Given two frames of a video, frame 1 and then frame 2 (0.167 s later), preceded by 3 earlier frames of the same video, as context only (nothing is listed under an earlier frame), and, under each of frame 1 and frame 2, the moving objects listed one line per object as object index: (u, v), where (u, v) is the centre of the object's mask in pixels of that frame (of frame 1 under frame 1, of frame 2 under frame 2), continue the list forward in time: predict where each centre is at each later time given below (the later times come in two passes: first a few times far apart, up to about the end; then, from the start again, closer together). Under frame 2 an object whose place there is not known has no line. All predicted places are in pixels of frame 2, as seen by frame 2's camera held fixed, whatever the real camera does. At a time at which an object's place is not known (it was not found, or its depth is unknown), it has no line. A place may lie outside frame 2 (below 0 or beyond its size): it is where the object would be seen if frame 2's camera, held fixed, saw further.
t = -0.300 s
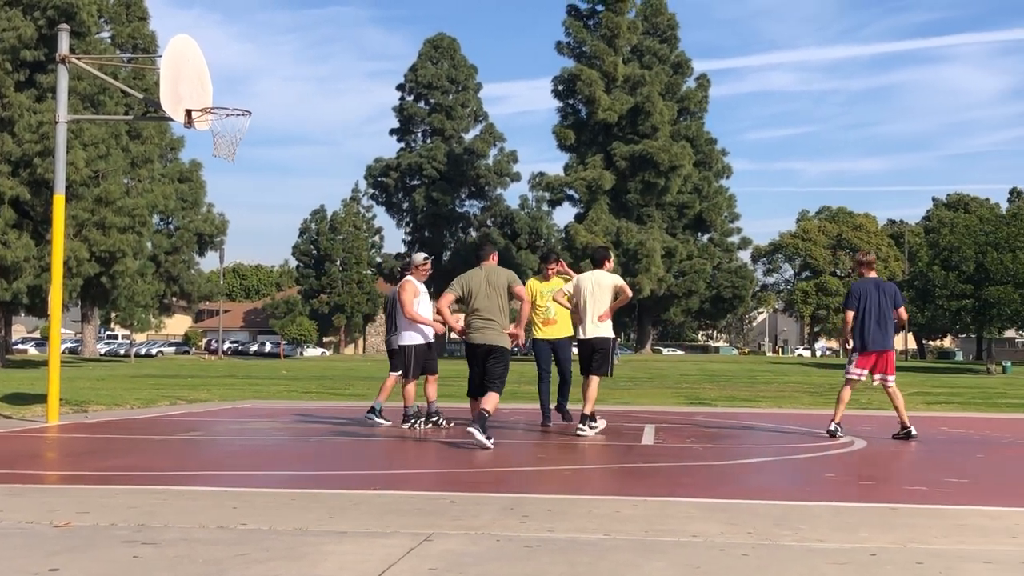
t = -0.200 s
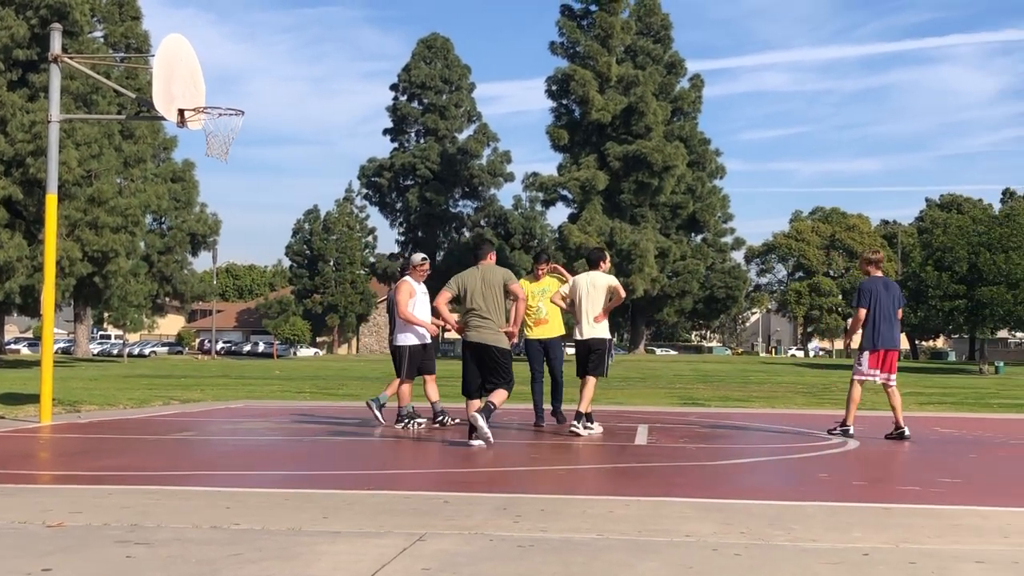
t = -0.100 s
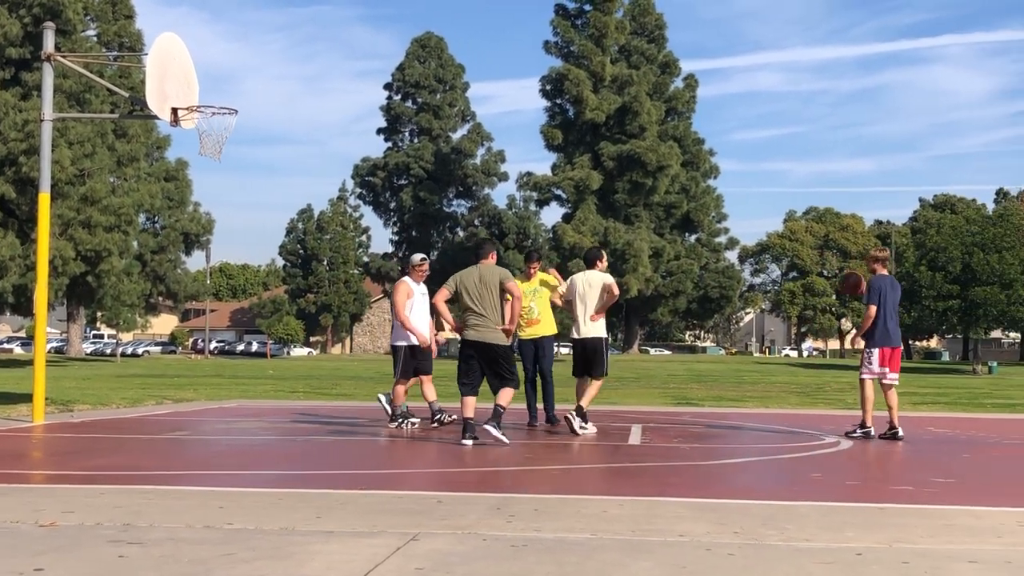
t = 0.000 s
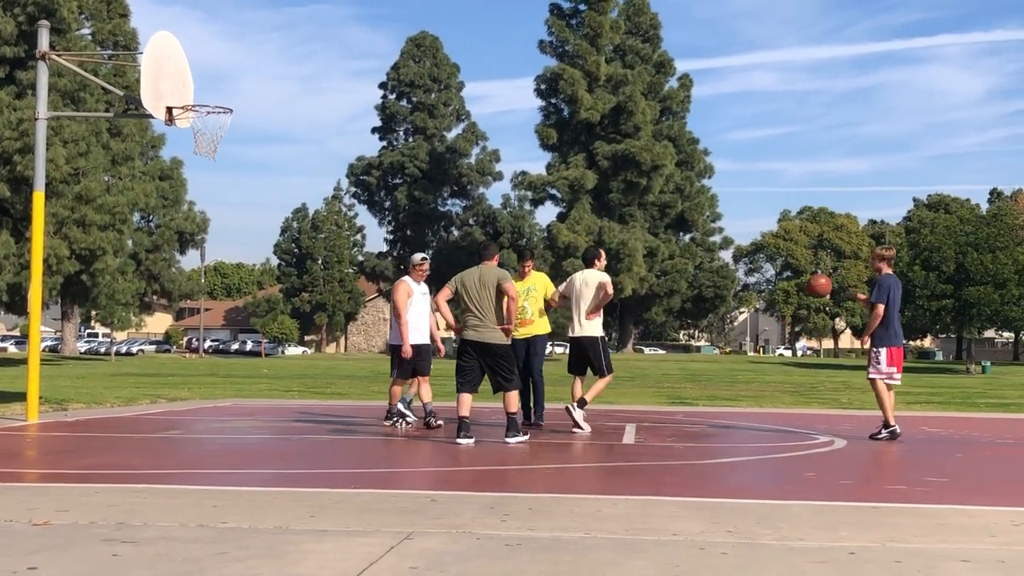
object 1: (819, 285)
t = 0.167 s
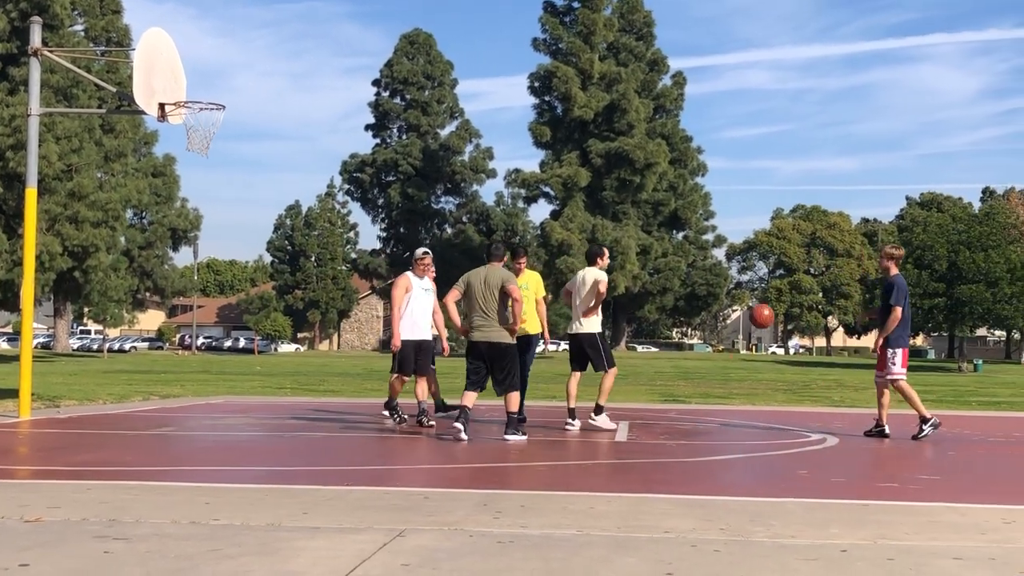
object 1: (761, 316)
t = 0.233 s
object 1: (741, 337)
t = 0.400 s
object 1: (691, 410)
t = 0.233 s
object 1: (741, 337)
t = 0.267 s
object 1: (731, 349)
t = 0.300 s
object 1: (721, 362)
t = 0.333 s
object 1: (711, 377)
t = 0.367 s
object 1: (701, 393)
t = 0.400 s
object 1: (691, 410)
